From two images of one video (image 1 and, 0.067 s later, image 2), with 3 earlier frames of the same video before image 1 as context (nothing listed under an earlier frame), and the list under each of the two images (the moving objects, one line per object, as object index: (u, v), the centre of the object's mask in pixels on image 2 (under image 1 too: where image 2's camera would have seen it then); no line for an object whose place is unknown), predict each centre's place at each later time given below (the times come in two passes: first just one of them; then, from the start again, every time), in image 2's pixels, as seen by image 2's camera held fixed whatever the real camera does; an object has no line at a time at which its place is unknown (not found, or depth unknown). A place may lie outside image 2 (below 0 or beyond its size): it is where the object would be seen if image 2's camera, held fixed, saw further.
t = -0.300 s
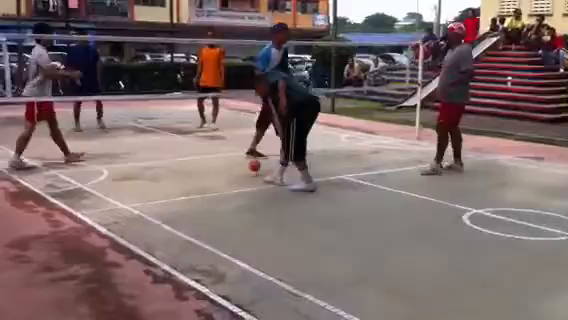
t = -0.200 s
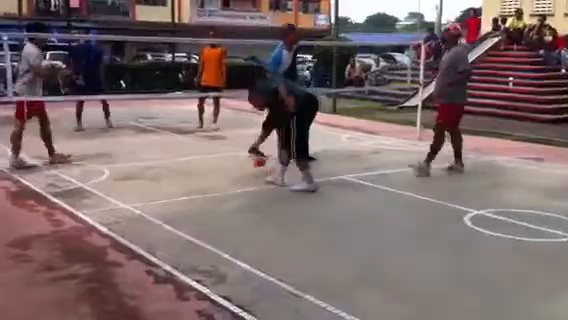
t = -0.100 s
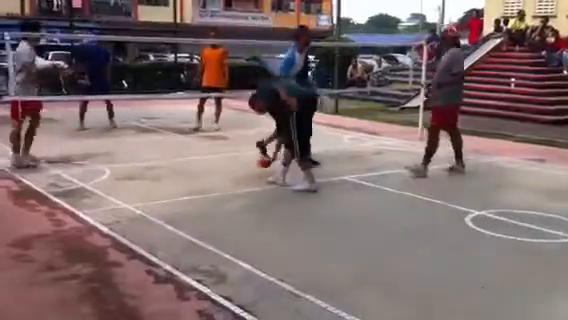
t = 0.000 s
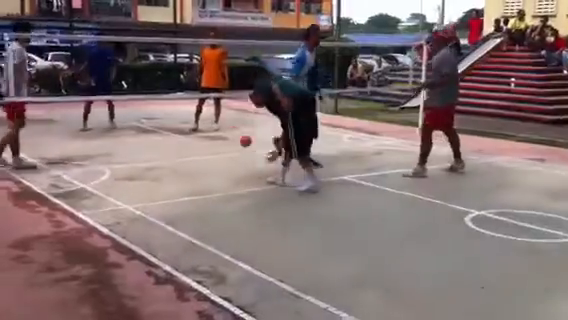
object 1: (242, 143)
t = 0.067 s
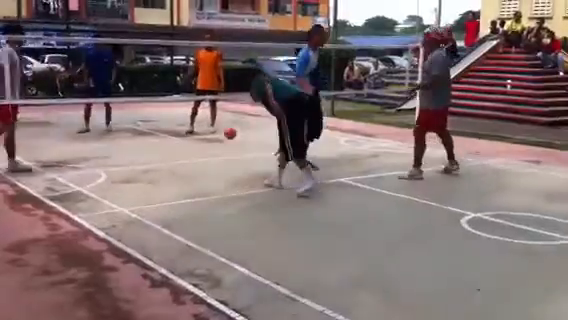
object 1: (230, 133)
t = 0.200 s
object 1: (205, 126)
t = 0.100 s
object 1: (224, 130)
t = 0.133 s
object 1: (218, 128)
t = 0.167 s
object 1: (213, 127)
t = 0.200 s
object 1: (205, 126)
